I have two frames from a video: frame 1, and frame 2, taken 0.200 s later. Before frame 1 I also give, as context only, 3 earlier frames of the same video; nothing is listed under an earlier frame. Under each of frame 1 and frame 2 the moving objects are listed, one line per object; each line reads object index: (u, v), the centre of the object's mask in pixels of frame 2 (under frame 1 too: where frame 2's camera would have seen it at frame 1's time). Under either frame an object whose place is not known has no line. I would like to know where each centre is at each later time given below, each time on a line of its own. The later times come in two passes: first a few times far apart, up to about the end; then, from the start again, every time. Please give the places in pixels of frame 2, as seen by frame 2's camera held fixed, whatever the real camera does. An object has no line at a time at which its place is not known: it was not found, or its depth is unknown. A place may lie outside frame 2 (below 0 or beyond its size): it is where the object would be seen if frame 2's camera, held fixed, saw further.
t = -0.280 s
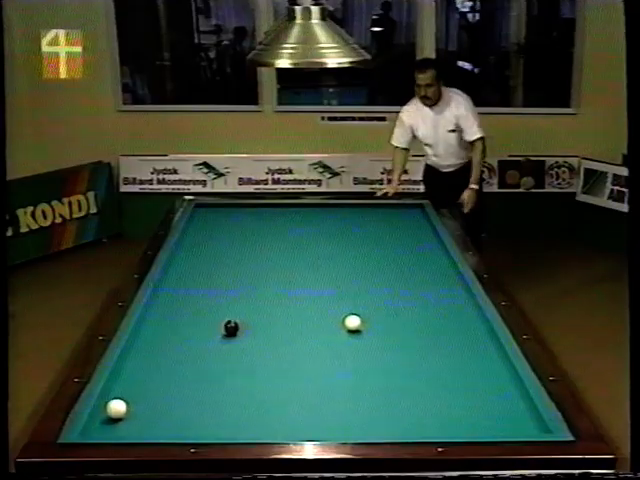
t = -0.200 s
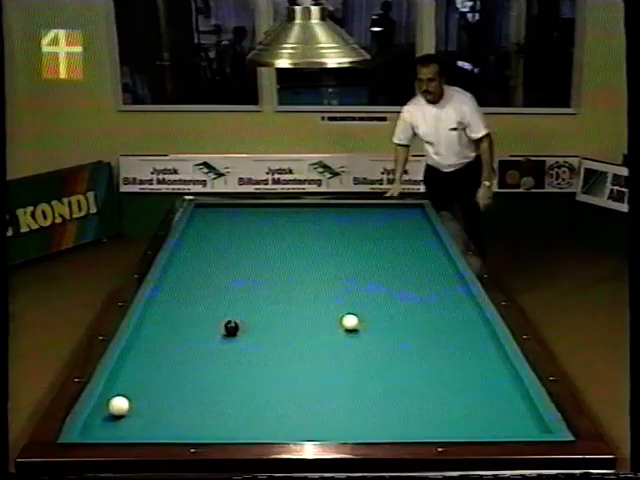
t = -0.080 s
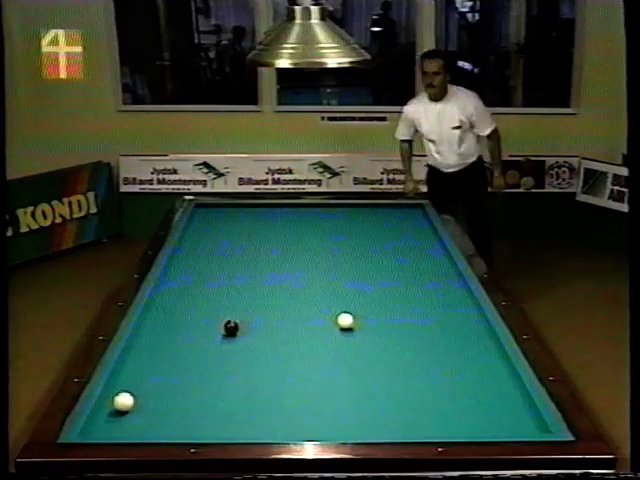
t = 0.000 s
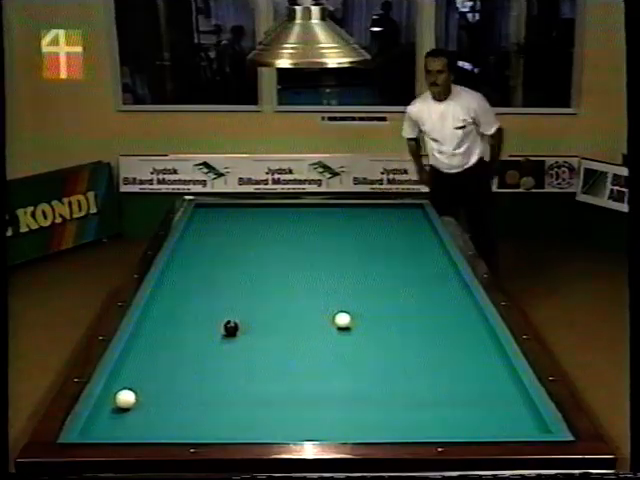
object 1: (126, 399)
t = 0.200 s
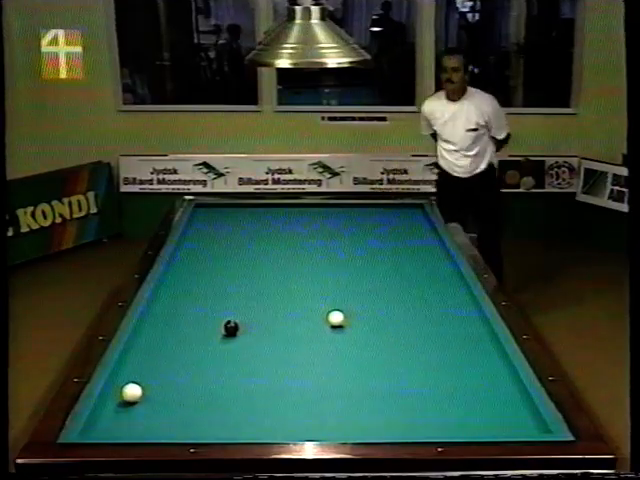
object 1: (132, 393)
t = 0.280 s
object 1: (134, 390)
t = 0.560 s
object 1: (141, 382)
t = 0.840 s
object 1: (149, 376)
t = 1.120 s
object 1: (155, 369)
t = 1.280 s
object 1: (158, 366)
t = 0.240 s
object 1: (133, 392)
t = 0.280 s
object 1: (134, 390)
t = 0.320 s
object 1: (135, 389)
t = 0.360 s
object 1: (136, 388)
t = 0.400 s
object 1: (137, 387)
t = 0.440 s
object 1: (138, 386)
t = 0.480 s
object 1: (139, 385)
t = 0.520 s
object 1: (141, 384)
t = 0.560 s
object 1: (141, 382)
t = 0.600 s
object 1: (143, 381)
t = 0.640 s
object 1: (144, 380)
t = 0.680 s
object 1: (144, 379)
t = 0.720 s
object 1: (146, 378)
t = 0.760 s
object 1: (147, 377)
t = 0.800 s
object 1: (147, 377)
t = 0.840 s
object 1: (149, 376)
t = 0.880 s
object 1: (150, 375)
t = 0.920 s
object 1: (150, 374)
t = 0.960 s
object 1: (152, 373)
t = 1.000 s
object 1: (152, 372)
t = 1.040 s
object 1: (153, 371)
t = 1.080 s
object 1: (154, 370)
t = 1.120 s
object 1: (155, 369)
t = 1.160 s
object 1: (156, 368)
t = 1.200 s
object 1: (157, 368)
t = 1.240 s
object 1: (158, 367)
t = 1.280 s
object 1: (158, 366)
